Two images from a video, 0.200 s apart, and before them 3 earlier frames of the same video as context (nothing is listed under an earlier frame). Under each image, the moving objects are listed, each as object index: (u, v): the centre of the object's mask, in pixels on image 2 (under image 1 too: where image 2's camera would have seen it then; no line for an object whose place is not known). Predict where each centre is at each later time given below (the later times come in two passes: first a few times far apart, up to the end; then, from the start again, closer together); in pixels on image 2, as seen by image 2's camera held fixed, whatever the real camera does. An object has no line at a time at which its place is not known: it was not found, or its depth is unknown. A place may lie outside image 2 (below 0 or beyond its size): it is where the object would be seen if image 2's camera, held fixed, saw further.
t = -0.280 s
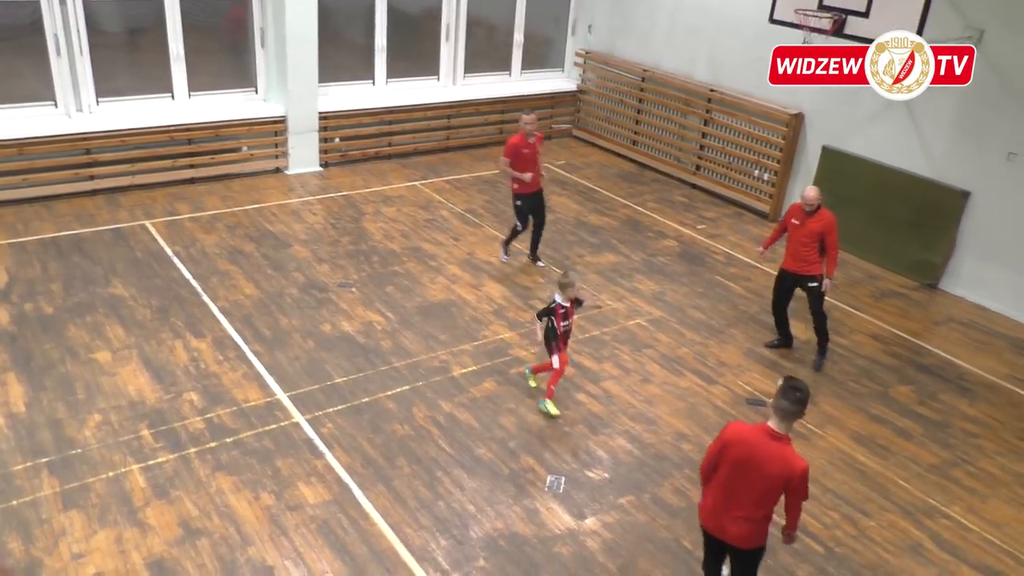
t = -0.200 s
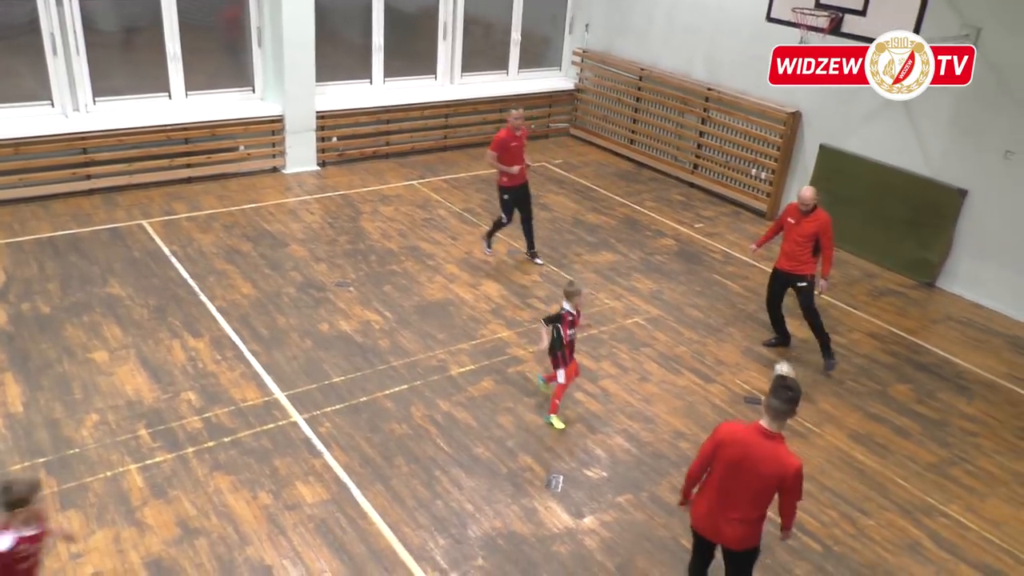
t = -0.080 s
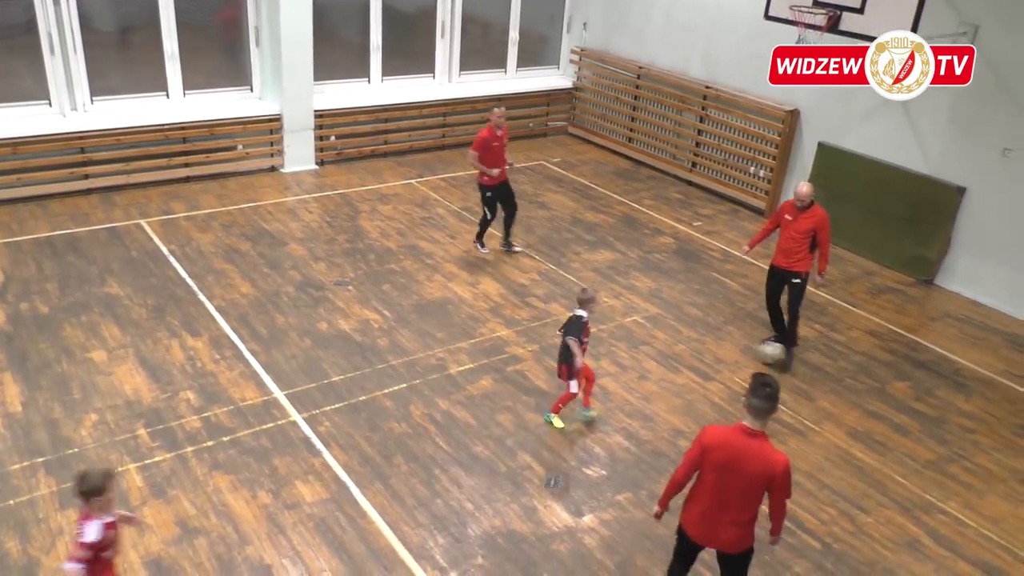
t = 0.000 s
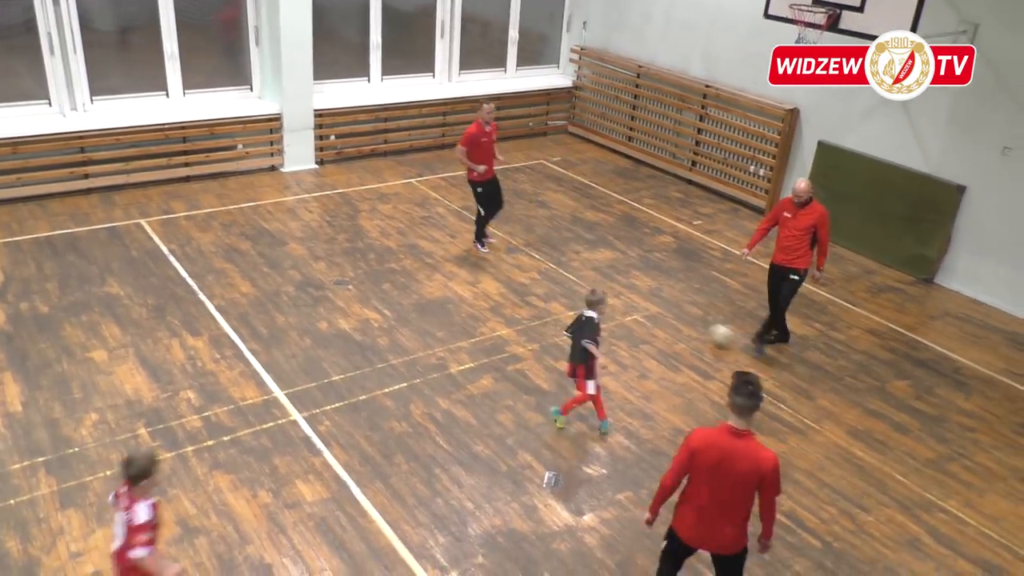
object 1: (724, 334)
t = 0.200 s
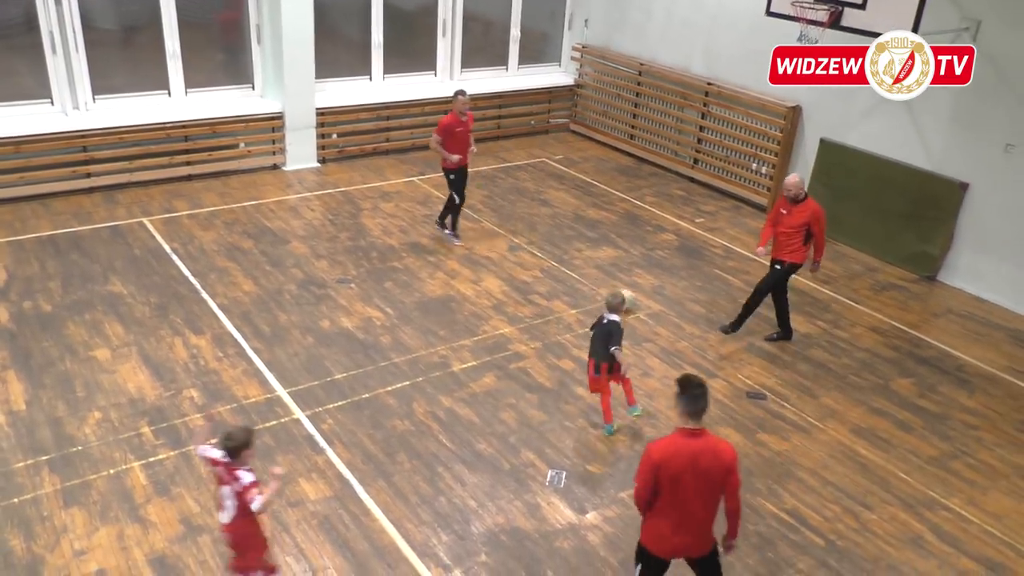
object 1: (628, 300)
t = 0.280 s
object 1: (593, 290)
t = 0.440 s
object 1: (538, 269)
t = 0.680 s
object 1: (469, 244)
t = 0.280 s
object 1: (593, 290)
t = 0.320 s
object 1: (578, 284)
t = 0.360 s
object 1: (564, 279)
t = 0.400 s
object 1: (550, 274)
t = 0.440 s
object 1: (538, 269)
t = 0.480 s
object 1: (527, 265)
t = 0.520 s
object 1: (514, 261)
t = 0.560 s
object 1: (503, 256)
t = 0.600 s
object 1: (492, 252)
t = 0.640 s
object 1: (481, 249)
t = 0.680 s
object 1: (469, 244)
